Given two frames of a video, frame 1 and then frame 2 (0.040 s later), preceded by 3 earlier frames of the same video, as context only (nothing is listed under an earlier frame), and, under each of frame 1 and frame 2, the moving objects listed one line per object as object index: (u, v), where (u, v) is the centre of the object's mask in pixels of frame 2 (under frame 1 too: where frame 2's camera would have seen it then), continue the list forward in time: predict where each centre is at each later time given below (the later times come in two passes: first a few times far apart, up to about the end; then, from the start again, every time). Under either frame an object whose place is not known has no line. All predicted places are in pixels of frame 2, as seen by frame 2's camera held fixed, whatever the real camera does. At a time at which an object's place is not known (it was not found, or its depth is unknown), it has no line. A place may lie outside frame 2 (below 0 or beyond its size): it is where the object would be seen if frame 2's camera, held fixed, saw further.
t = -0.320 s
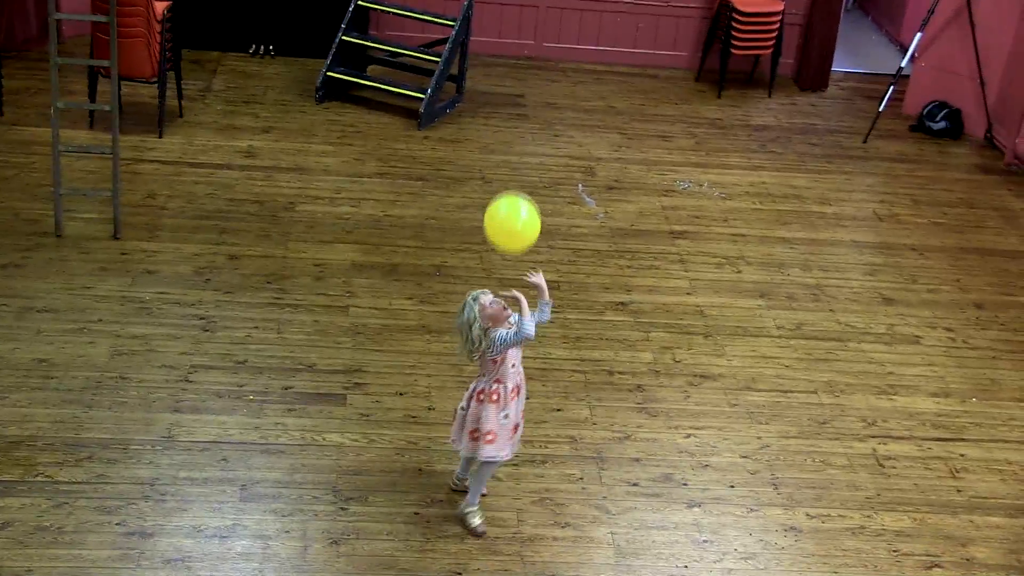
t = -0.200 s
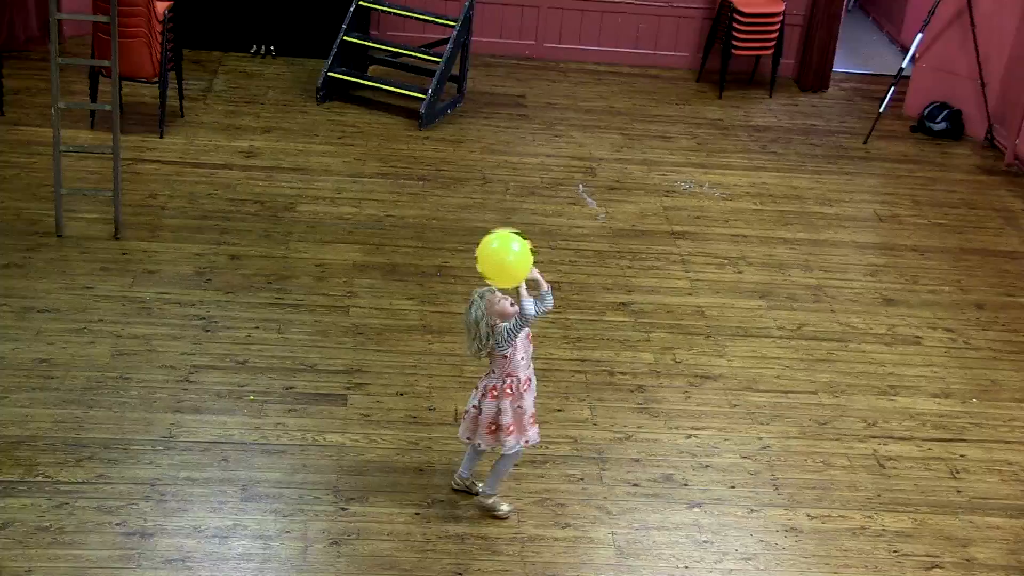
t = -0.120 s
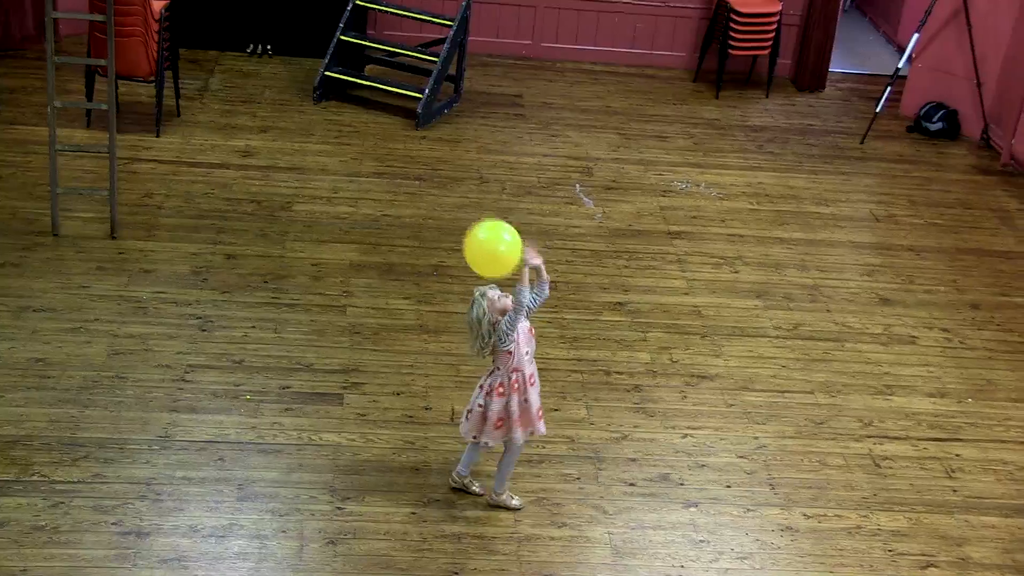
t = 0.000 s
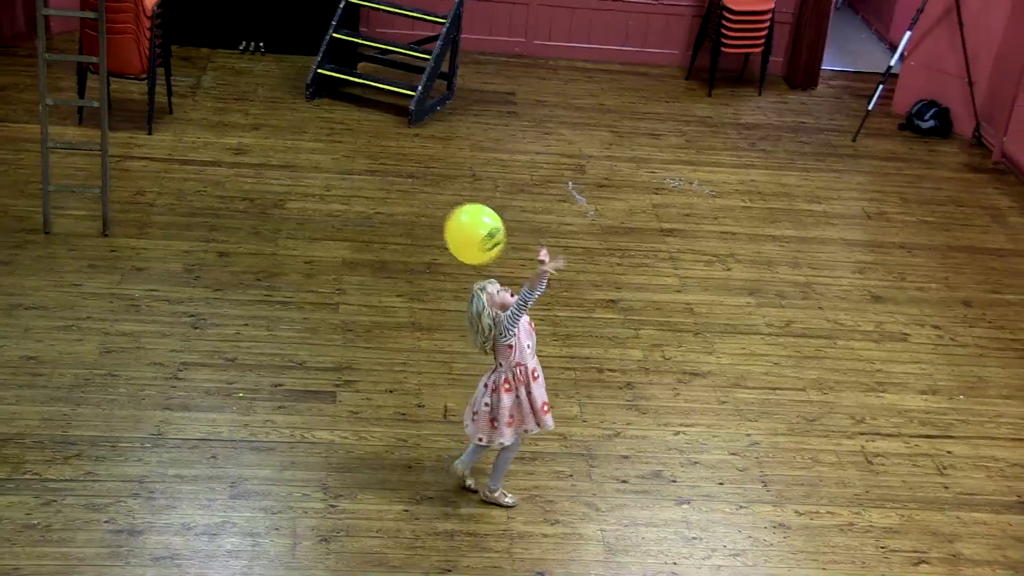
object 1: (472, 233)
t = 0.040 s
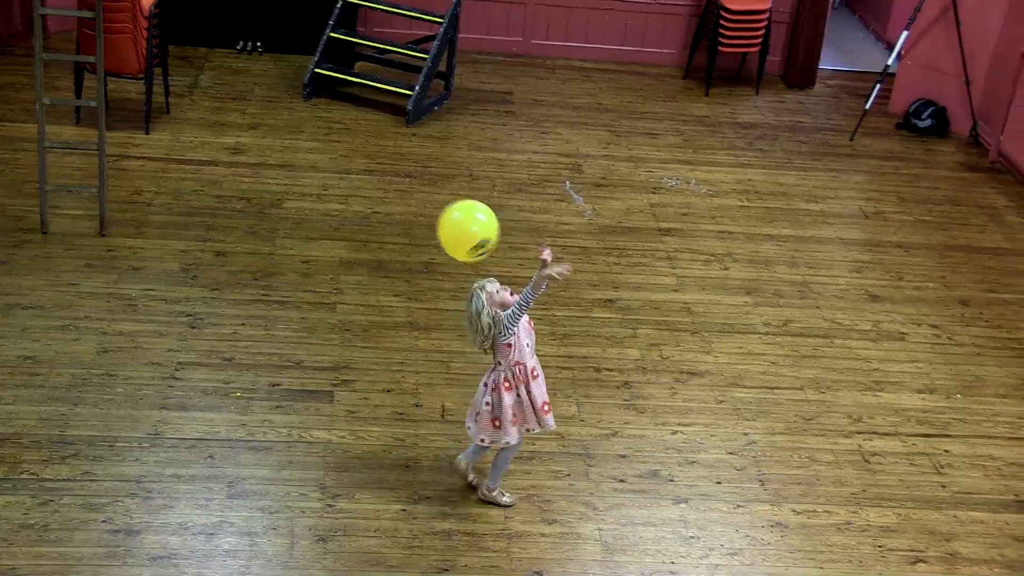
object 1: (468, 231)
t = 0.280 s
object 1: (446, 231)
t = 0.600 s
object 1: (408, 290)
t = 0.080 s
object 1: (464, 228)
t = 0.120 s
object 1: (461, 226)
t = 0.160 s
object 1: (457, 226)
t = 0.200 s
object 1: (453, 227)
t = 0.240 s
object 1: (449, 228)
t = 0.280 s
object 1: (446, 231)
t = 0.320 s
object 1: (442, 234)
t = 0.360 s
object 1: (437, 239)
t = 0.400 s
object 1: (433, 245)
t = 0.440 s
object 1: (428, 252)
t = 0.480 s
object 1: (424, 260)
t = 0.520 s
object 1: (419, 269)
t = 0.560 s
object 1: (414, 279)
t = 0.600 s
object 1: (408, 290)
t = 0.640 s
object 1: (404, 301)
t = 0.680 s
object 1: (398, 313)
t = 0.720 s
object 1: (393, 325)
